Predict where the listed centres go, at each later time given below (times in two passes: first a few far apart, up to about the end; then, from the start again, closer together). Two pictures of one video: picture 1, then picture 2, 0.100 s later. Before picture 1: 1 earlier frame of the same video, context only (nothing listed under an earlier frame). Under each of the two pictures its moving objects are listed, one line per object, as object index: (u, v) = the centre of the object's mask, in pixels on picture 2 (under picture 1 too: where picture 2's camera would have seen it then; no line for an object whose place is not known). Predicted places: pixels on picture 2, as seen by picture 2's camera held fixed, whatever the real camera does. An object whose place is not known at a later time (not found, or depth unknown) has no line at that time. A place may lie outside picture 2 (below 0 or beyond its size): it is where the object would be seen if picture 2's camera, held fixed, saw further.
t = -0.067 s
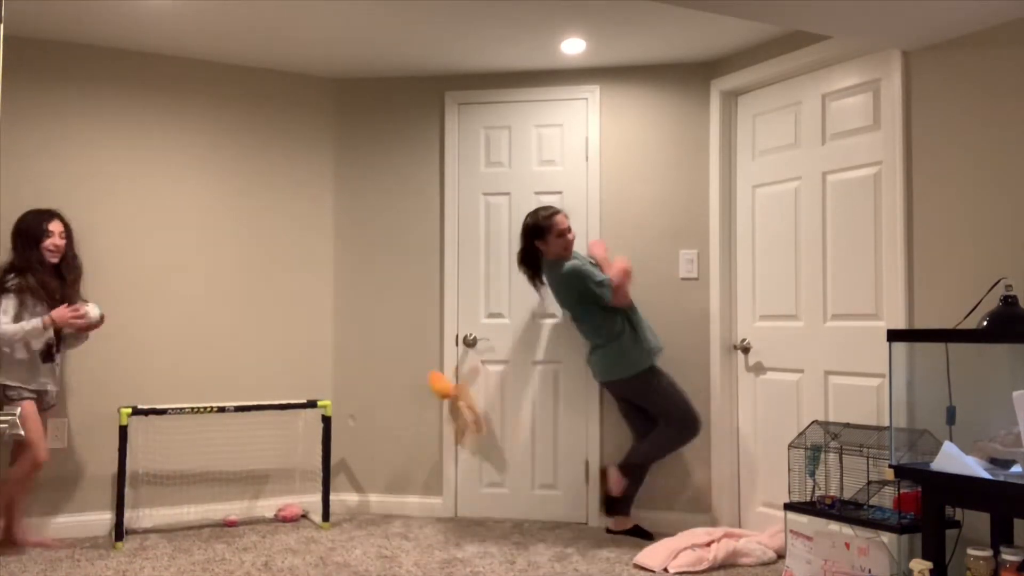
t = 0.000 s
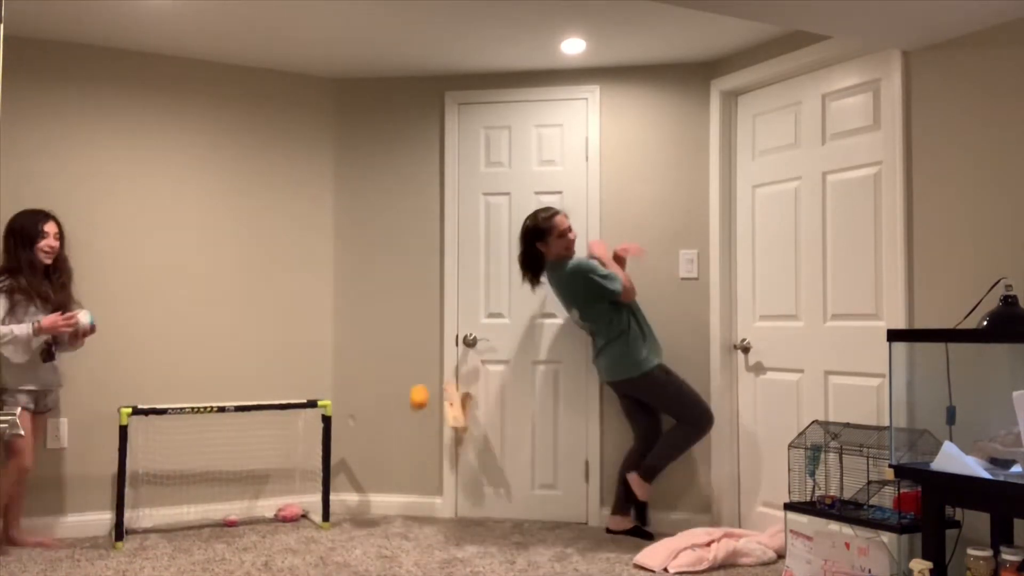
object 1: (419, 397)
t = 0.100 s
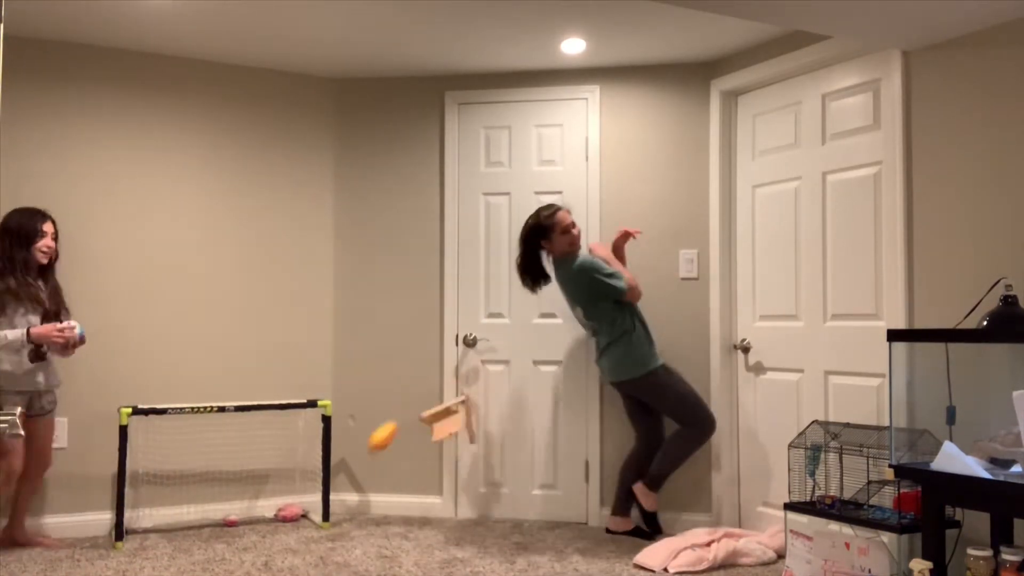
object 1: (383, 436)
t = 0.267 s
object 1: (316, 537)
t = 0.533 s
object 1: (208, 556)
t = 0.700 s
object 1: (157, 552)
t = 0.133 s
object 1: (369, 455)
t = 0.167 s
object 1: (357, 477)
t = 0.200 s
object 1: (344, 503)
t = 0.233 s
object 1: (329, 533)
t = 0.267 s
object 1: (316, 537)
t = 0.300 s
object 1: (304, 532)
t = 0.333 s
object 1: (291, 530)
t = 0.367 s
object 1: (279, 530)
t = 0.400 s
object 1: (266, 534)
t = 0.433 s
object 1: (253, 540)
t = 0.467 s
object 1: (241, 548)
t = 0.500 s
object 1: (225, 553)
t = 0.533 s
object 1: (208, 556)
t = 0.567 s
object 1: (195, 560)
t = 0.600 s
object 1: (184, 555)
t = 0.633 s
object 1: (175, 552)
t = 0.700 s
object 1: (157, 552)
